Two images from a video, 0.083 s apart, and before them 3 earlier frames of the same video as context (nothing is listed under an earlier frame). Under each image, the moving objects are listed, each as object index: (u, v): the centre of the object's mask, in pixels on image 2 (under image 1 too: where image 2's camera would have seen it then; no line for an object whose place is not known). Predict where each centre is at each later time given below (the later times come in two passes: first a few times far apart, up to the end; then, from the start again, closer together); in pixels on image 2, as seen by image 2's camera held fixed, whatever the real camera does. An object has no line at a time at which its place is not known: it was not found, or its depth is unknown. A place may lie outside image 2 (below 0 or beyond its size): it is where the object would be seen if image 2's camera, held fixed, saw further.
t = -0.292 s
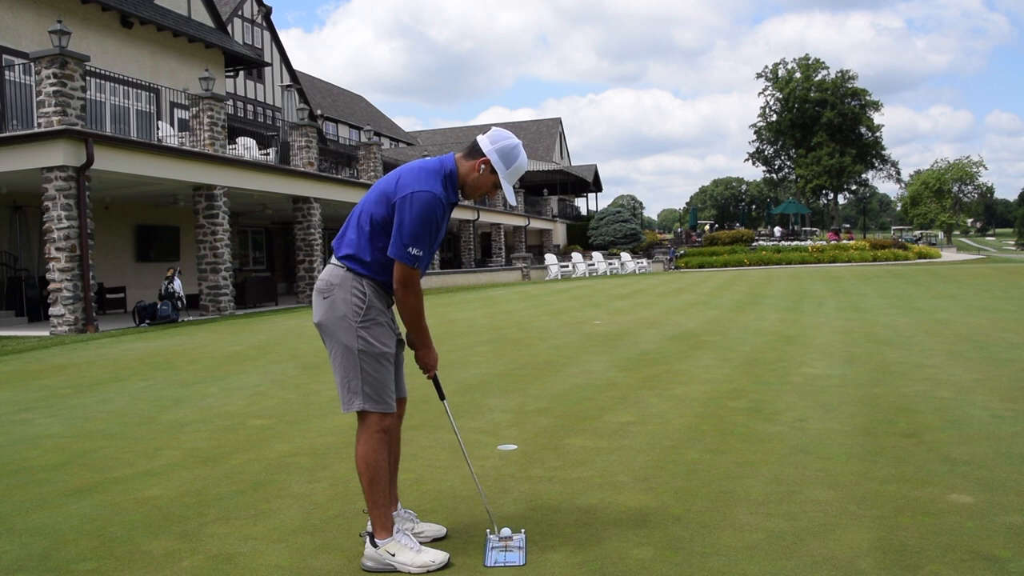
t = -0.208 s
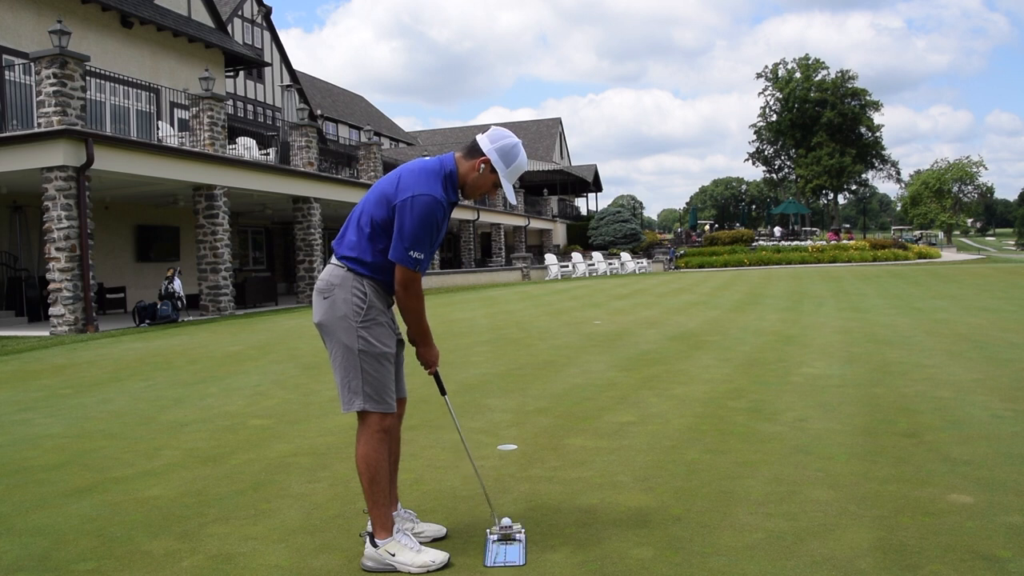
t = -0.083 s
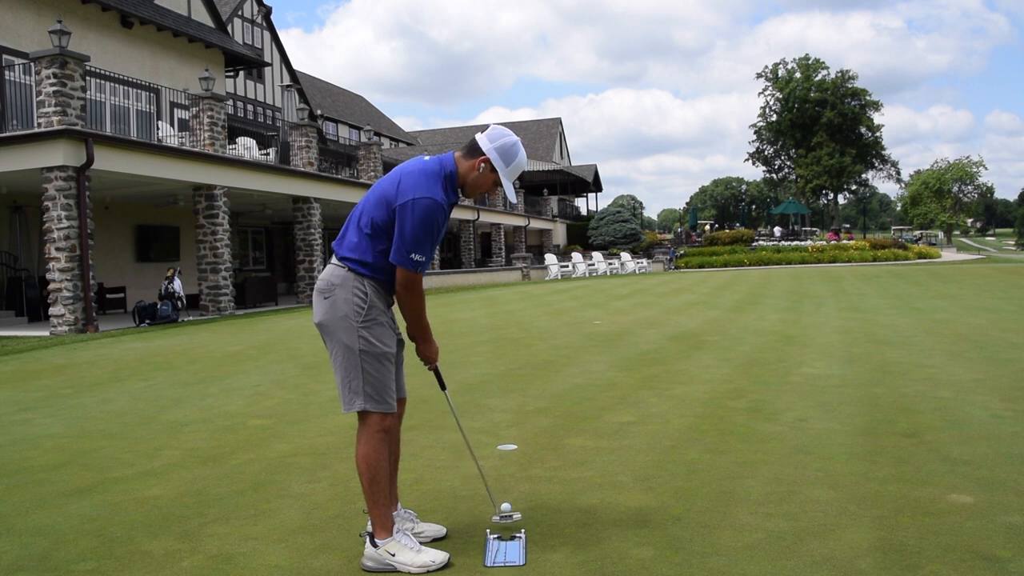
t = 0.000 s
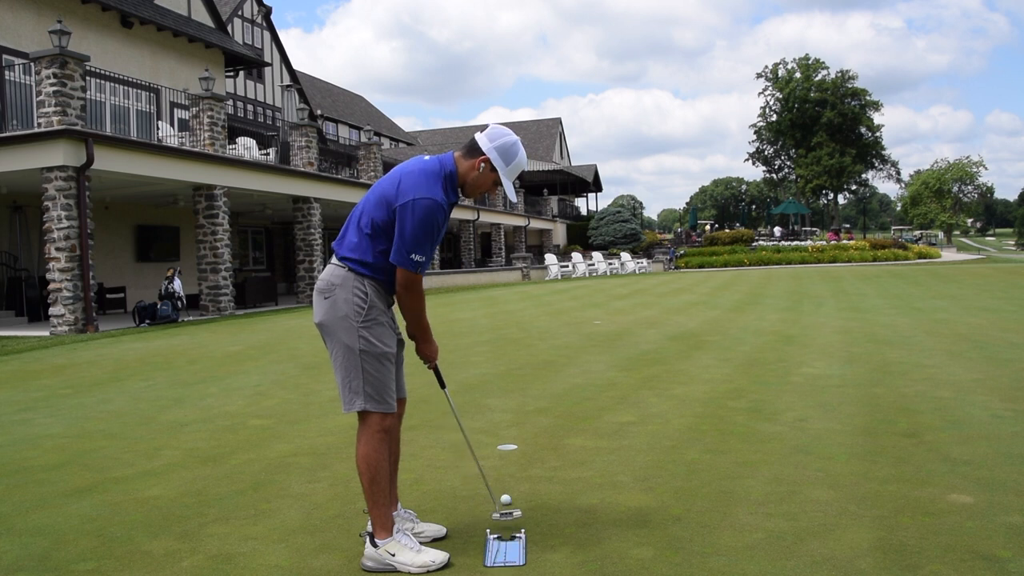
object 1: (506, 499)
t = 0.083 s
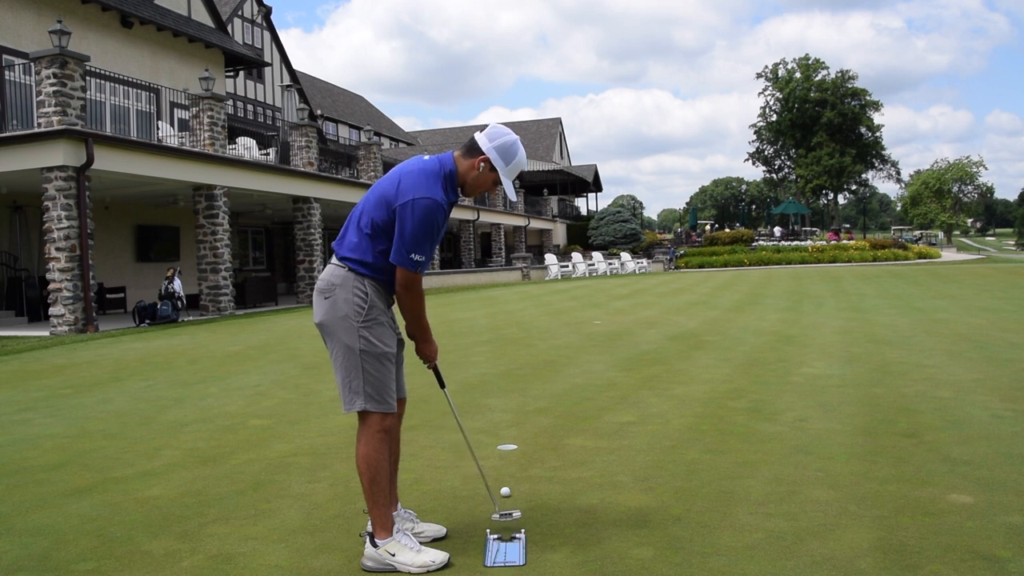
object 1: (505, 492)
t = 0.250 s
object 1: (505, 478)
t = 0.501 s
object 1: (504, 462)
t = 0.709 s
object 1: (504, 451)
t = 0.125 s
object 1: (505, 487)
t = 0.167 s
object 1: (505, 485)
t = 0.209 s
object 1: (505, 481)
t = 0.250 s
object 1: (505, 478)
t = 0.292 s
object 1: (504, 474)
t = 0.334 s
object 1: (504, 472)
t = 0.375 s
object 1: (504, 469)
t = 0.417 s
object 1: (504, 466)
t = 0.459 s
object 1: (504, 463)
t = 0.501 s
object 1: (504, 462)
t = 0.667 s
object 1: (504, 453)
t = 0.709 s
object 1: (504, 451)
